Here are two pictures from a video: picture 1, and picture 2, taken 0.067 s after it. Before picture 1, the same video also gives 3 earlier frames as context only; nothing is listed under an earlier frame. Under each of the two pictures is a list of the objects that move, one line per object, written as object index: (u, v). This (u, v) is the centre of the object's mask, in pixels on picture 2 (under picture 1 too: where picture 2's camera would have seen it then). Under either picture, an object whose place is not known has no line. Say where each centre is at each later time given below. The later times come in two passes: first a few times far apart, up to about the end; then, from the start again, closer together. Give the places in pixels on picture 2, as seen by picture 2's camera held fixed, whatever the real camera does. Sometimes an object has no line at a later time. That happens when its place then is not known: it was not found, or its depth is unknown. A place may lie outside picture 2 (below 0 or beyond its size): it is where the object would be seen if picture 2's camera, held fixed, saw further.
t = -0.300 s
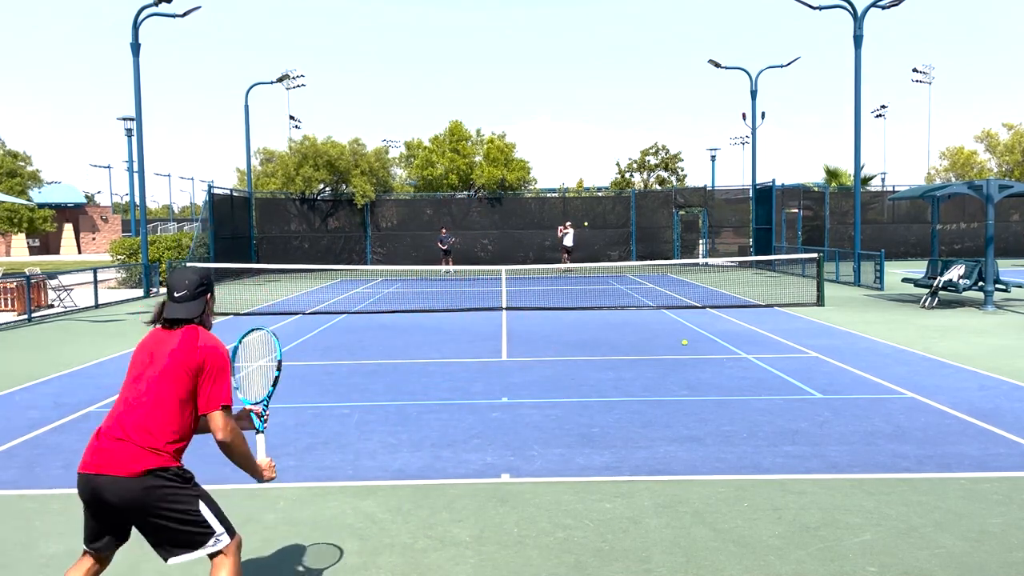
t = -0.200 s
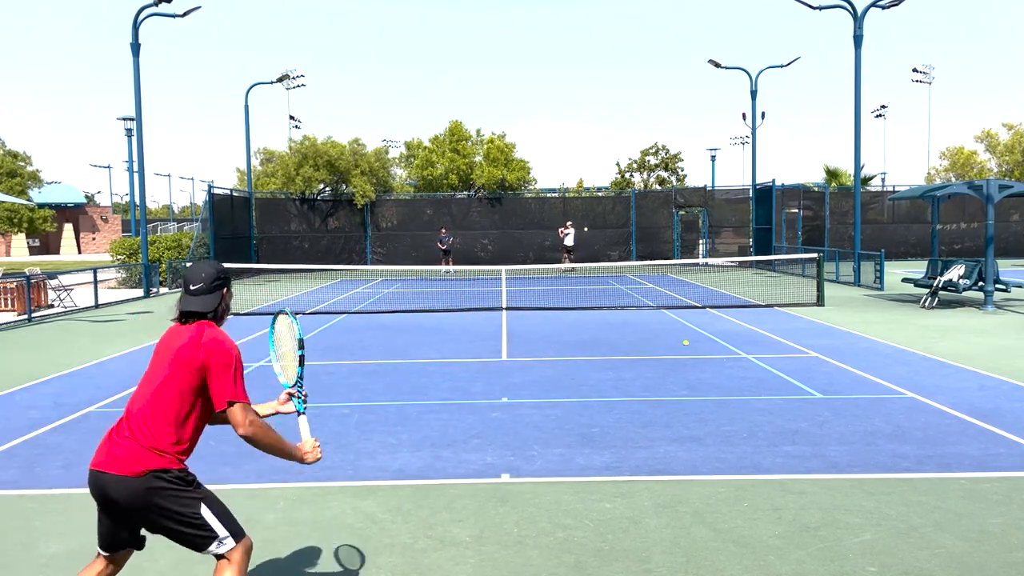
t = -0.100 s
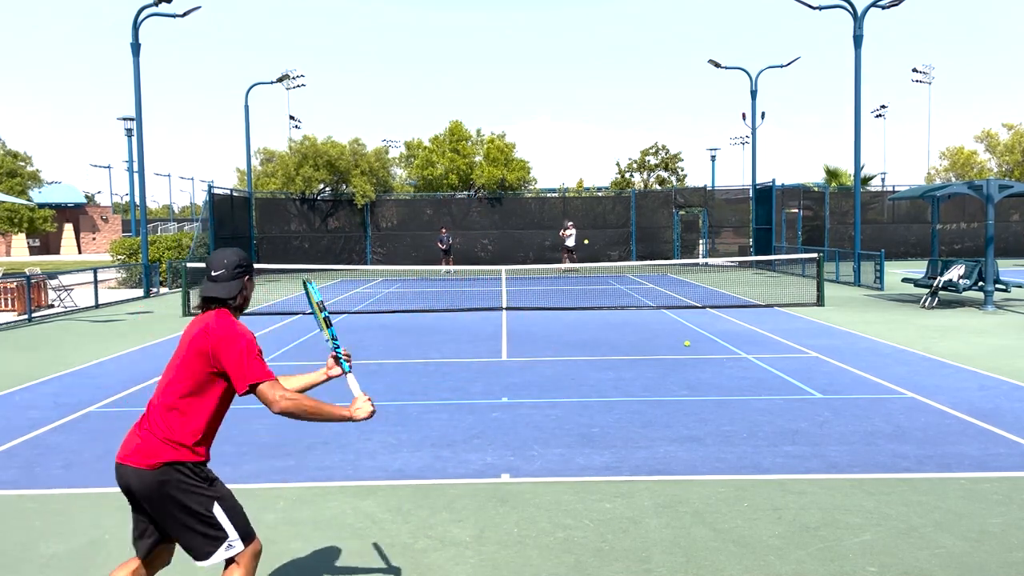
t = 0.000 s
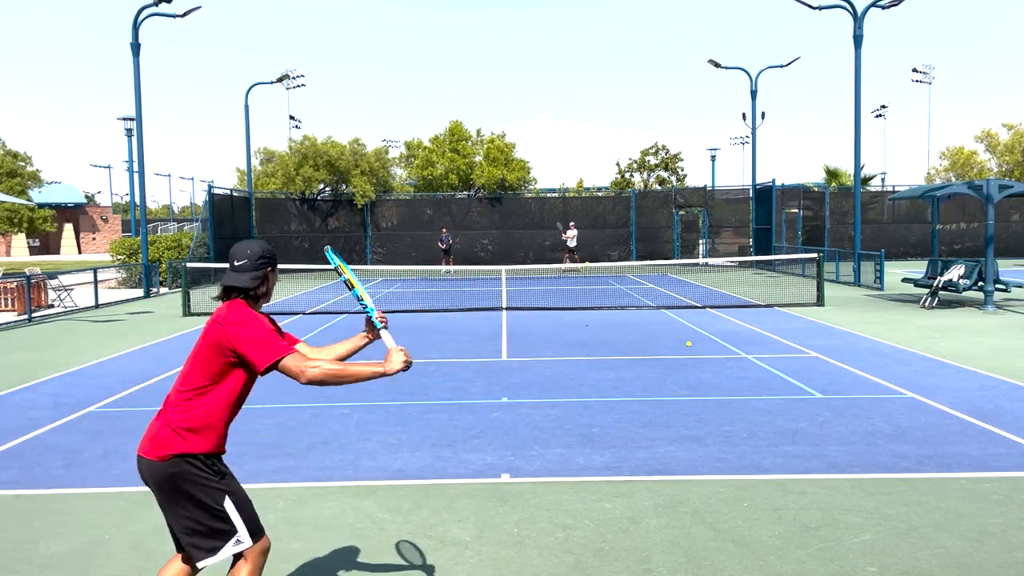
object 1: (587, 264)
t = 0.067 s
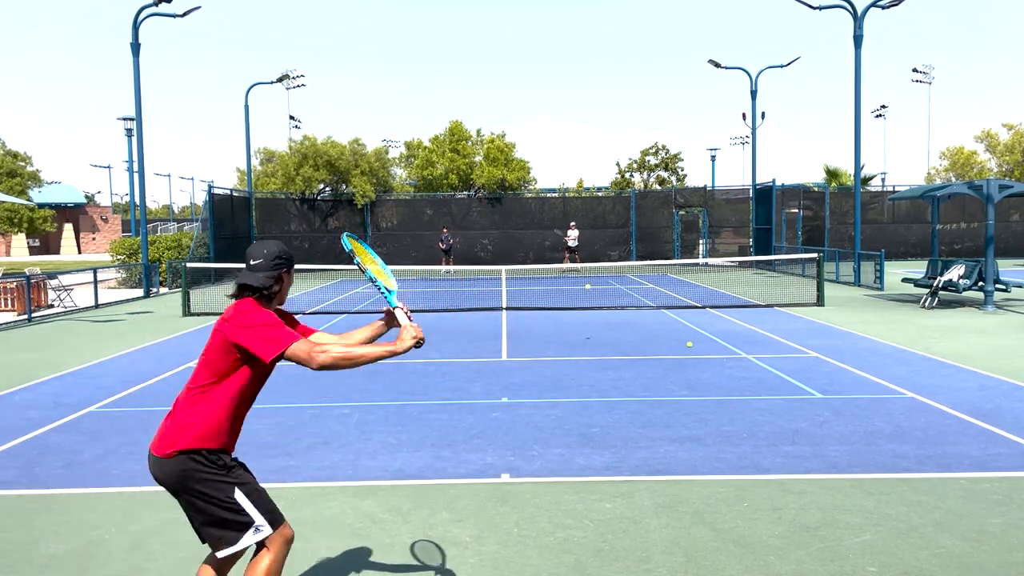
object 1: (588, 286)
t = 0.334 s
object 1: (594, 371)
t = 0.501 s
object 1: (599, 366)
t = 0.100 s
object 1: (588, 300)
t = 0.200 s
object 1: (592, 360)
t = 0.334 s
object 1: (594, 371)
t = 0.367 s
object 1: (594, 367)
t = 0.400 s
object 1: (595, 364)
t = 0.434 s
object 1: (596, 363)
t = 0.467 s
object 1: (597, 363)
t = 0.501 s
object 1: (599, 366)
